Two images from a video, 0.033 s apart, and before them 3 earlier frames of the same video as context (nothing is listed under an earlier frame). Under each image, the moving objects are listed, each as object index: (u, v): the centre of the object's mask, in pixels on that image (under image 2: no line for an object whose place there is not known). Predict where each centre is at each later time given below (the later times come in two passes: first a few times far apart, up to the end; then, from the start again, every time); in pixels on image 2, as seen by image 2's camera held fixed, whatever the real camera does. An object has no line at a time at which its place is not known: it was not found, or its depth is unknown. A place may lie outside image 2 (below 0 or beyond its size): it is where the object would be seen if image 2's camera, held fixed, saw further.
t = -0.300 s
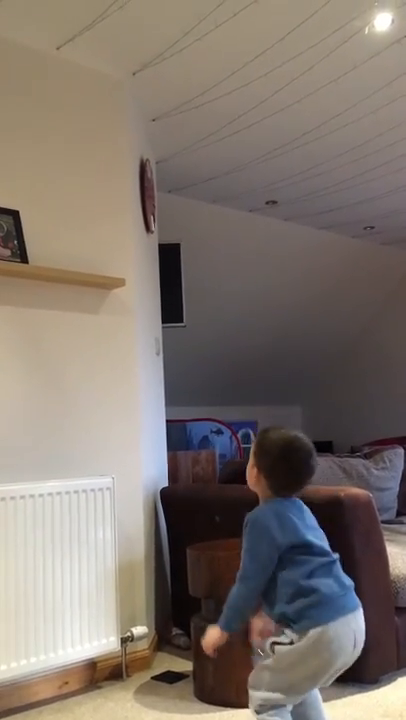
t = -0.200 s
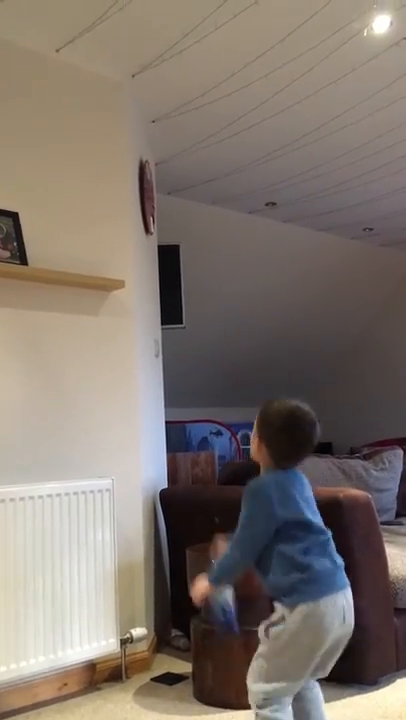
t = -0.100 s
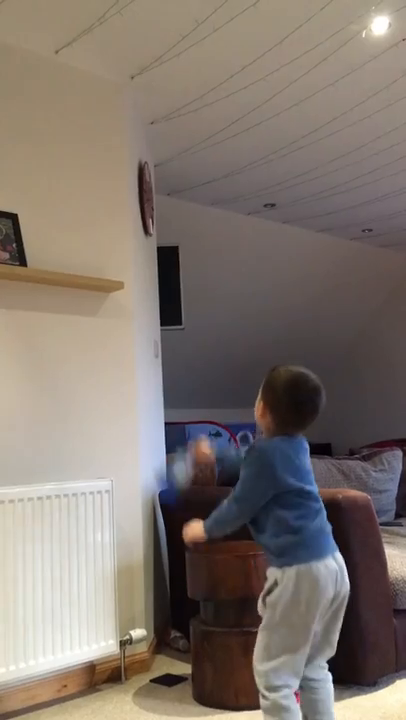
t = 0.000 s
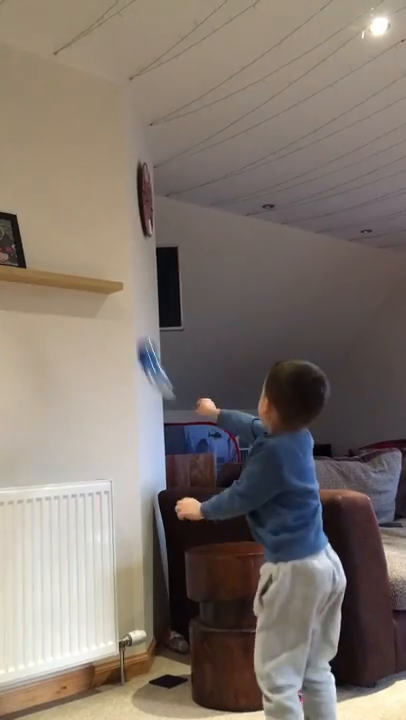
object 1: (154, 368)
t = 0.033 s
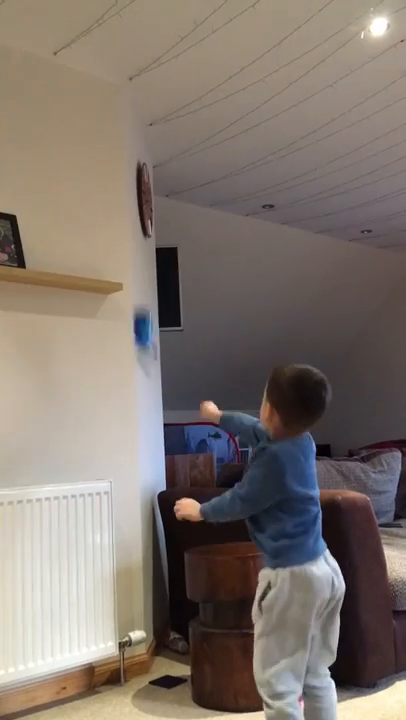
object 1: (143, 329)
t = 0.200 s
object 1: (116, 213)
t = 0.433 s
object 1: (93, 187)
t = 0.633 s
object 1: (88, 256)
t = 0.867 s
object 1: (85, 257)
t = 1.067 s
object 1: (85, 257)
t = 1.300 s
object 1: (85, 257)
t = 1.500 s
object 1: (85, 257)
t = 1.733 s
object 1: (85, 257)
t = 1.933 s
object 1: (85, 257)
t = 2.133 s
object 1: (85, 257)
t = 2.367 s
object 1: (85, 257)
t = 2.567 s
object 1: (85, 257)
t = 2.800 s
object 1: (85, 257)
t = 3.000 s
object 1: (85, 257)
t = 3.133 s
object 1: (85, 257)
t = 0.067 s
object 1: (136, 302)
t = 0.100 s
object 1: (130, 274)
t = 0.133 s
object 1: (125, 252)
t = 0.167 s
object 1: (120, 230)
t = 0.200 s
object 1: (116, 213)
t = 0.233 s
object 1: (112, 201)
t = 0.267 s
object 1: (109, 191)
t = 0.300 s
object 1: (105, 185)
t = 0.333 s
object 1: (102, 181)
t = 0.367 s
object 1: (99, 180)
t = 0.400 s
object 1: (96, 182)
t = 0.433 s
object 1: (93, 187)
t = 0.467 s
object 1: (91, 194)
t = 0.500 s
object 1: (88, 205)
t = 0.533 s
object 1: (86, 218)
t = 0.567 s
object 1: (86, 232)
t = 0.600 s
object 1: (86, 250)
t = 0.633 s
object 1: (88, 256)
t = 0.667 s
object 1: (88, 256)
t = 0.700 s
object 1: (86, 256)
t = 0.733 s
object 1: (85, 257)
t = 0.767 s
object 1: (84, 257)
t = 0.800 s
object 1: (84, 258)
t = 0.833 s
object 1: (85, 257)
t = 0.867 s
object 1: (85, 257)
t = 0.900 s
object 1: (85, 257)
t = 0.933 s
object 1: (85, 257)
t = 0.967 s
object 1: (86, 257)
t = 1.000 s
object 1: (85, 257)
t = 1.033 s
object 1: (84, 257)
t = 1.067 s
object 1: (85, 257)
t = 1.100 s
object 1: (85, 257)
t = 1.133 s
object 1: (84, 257)
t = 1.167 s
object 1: (85, 257)
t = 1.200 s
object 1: (85, 257)
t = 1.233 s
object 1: (84, 257)
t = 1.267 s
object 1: (85, 257)
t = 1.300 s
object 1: (85, 257)
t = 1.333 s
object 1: (85, 257)
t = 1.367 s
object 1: (85, 257)
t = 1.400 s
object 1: (85, 257)
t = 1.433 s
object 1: (85, 257)
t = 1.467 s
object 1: (85, 257)
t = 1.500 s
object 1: (85, 257)
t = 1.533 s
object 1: (85, 257)
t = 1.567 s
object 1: (85, 257)
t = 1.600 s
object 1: (85, 257)
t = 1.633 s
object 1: (85, 257)
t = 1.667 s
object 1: (85, 257)
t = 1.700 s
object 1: (85, 257)
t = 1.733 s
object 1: (85, 257)
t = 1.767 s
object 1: (85, 257)
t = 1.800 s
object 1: (85, 257)
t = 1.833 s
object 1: (85, 257)
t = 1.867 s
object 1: (85, 257)
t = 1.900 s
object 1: (85, 257)
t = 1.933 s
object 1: (85, 257)
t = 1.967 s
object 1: (85, 257)
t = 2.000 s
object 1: (85, 257)
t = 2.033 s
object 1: (85, 257)
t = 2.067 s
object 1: (85, 257)
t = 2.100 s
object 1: (85, 257)
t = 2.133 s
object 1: (85, 257)
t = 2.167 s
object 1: (85, 257)
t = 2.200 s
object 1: (85, 257)
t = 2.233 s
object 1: (85, 257)
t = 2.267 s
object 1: (85, 257)
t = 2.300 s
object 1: (85, 257)
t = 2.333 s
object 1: (85, 257)
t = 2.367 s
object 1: (85, 257)
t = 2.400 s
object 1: (85, 257)
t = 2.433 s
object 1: (85, 257)
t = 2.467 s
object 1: (85, 257)
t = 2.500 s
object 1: (85, 257)
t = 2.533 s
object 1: (85, 257)
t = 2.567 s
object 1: (85, 257)
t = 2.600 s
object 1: (85, 257)
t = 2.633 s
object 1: (85, 257)
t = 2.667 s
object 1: (85, 257)
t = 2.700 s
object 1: (85, 257)
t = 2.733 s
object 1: (85, 257)
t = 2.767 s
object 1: (85, 257)
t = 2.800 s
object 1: (85, 257)
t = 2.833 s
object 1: (85, 257)
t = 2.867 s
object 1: (85, 257)
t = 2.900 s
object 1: (85, 257)
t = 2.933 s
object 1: (85, 257)
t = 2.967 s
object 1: (85, 257)
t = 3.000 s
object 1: (85, 257)
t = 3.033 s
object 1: (85, 257)
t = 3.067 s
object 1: (85, 257)
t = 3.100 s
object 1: (85, 257)
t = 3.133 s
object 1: (85, 257)
